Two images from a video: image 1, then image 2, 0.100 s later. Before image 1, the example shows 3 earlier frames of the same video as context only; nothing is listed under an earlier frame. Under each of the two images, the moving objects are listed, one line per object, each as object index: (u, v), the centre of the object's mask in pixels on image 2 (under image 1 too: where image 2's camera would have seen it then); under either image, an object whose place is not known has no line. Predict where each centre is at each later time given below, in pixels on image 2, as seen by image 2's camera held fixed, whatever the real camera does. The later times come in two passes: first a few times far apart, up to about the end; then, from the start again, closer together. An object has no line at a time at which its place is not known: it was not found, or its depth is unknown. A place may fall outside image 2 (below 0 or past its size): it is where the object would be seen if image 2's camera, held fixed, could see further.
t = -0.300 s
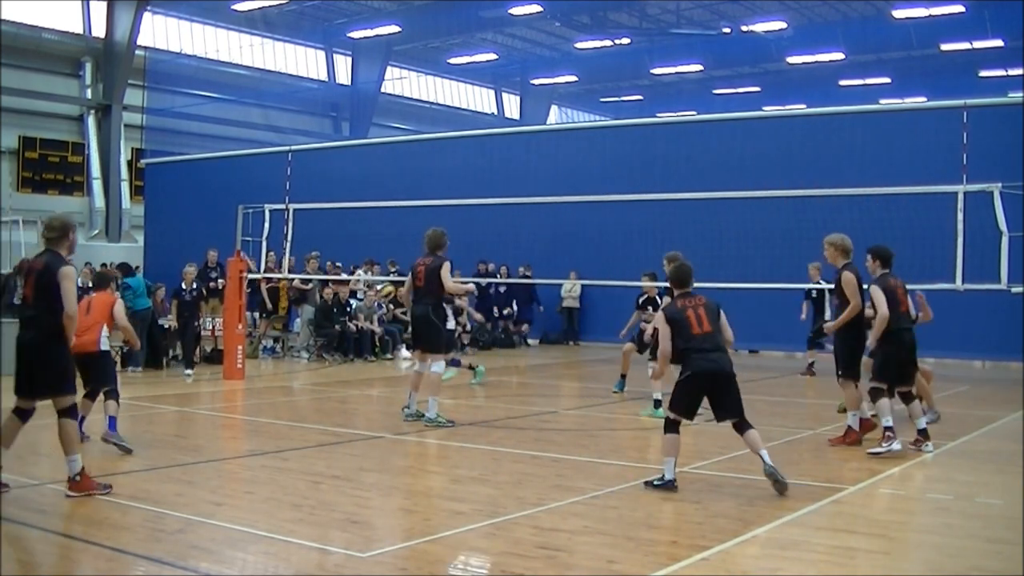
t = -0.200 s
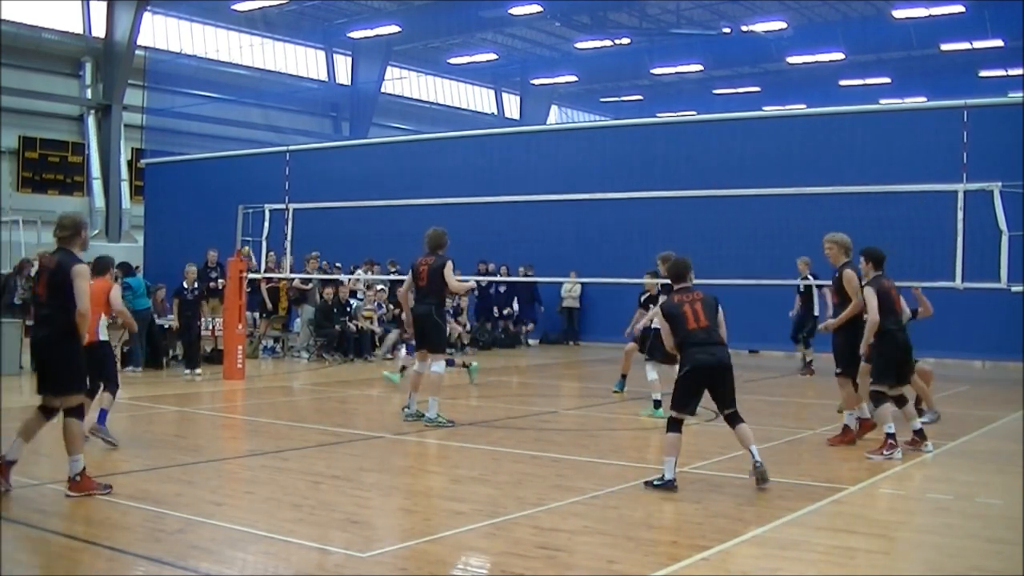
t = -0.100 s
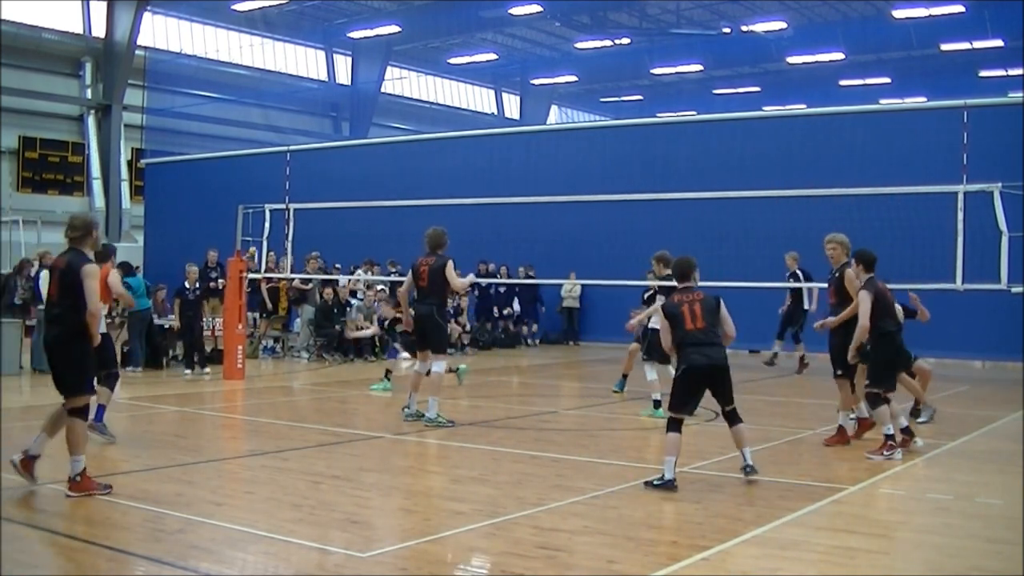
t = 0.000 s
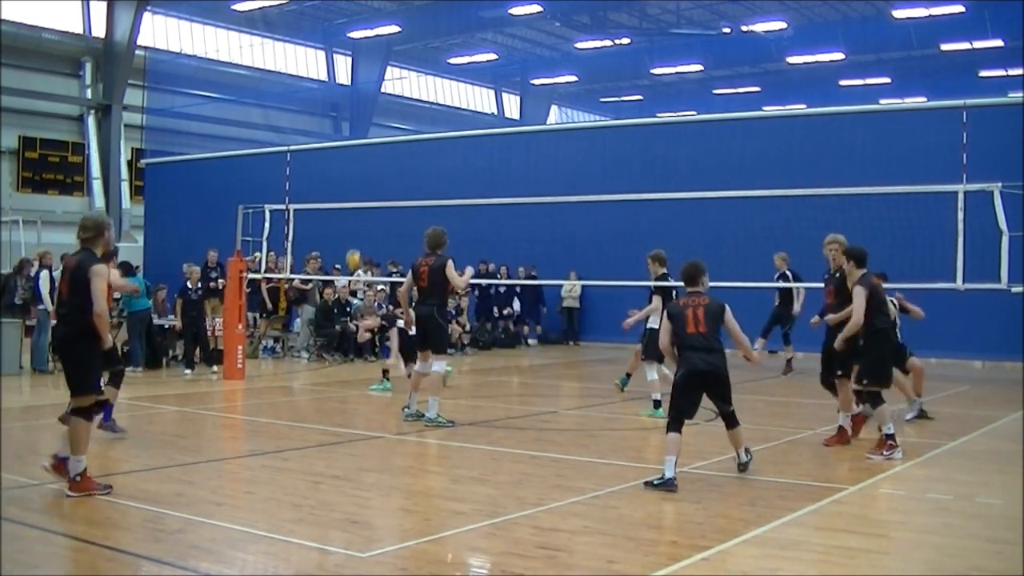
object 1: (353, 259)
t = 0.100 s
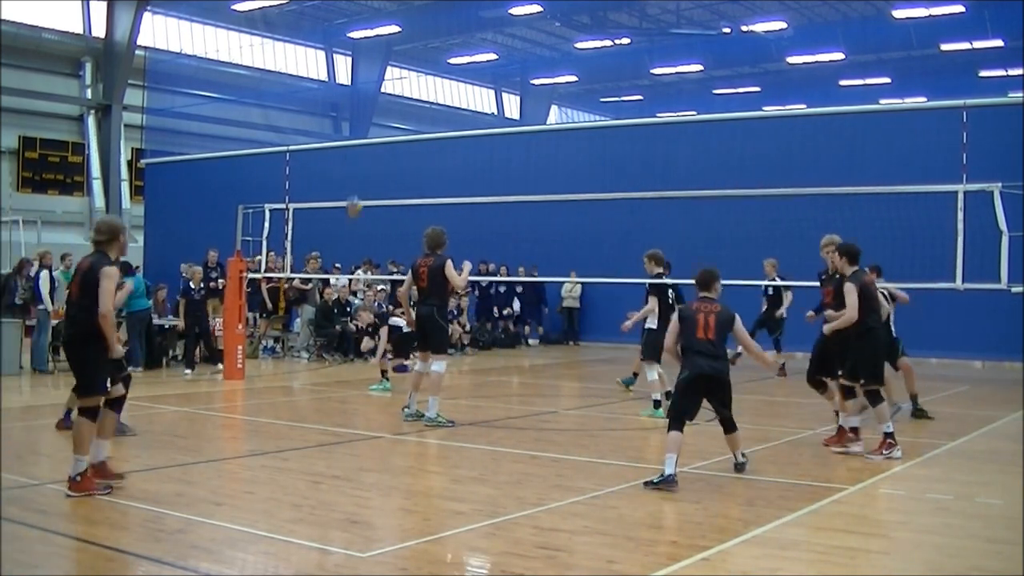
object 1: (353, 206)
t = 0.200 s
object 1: (355, 157)
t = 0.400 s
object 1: (357, 77)
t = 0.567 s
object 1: (359, 30)
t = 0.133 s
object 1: (353, 189)
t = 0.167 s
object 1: (354, 173)
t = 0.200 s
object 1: (355, 157)
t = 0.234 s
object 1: (356, 142)
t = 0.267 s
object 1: (356, 128)
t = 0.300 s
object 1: (356, 115)
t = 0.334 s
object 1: (356, 101)
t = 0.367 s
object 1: (356, 89)
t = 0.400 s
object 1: (357, 77)
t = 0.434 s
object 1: (358, 66)
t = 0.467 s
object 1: (359, 55)
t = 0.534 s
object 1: (359, 38)
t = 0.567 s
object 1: (359, 30)
